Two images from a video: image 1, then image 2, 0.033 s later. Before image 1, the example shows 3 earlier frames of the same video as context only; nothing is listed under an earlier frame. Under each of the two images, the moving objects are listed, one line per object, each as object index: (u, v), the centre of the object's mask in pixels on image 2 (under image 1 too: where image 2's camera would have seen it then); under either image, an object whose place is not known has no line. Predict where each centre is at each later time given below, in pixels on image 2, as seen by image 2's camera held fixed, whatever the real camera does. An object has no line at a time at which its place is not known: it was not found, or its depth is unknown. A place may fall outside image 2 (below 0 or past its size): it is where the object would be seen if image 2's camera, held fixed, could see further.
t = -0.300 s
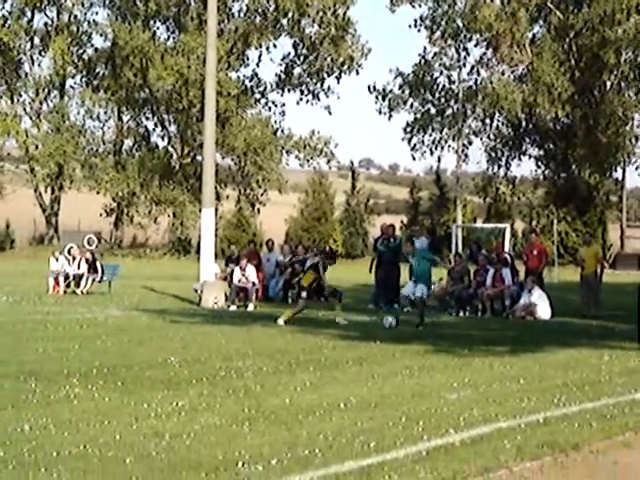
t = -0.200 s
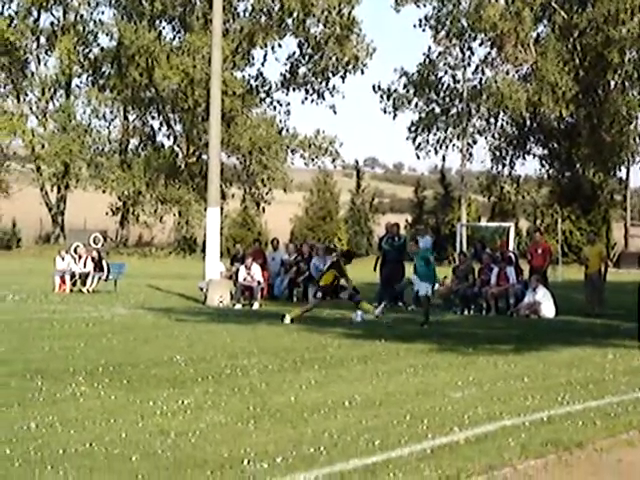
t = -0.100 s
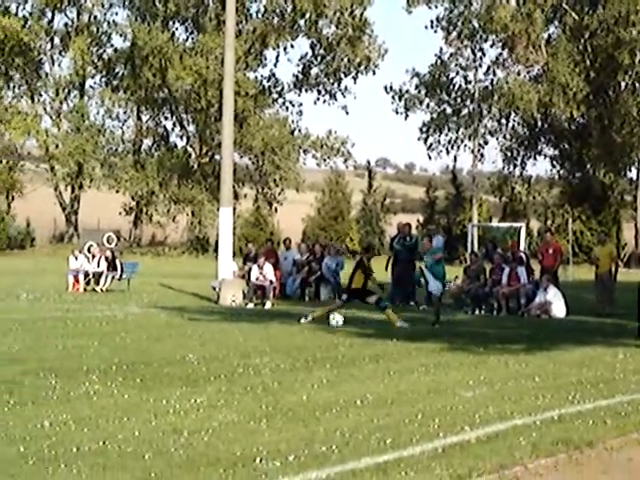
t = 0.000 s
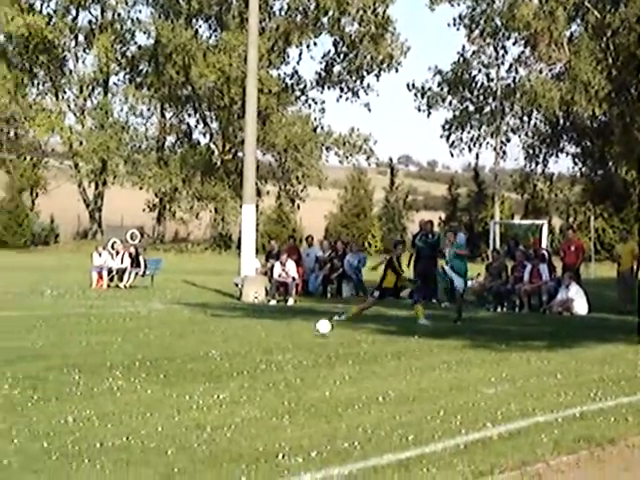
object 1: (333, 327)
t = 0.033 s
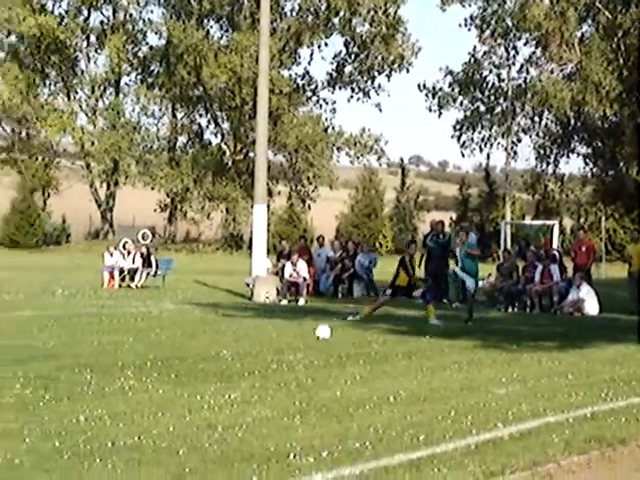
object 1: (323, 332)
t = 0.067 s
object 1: (312, 335)
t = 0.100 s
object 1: (303, 334)
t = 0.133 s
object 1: (293, 335)
